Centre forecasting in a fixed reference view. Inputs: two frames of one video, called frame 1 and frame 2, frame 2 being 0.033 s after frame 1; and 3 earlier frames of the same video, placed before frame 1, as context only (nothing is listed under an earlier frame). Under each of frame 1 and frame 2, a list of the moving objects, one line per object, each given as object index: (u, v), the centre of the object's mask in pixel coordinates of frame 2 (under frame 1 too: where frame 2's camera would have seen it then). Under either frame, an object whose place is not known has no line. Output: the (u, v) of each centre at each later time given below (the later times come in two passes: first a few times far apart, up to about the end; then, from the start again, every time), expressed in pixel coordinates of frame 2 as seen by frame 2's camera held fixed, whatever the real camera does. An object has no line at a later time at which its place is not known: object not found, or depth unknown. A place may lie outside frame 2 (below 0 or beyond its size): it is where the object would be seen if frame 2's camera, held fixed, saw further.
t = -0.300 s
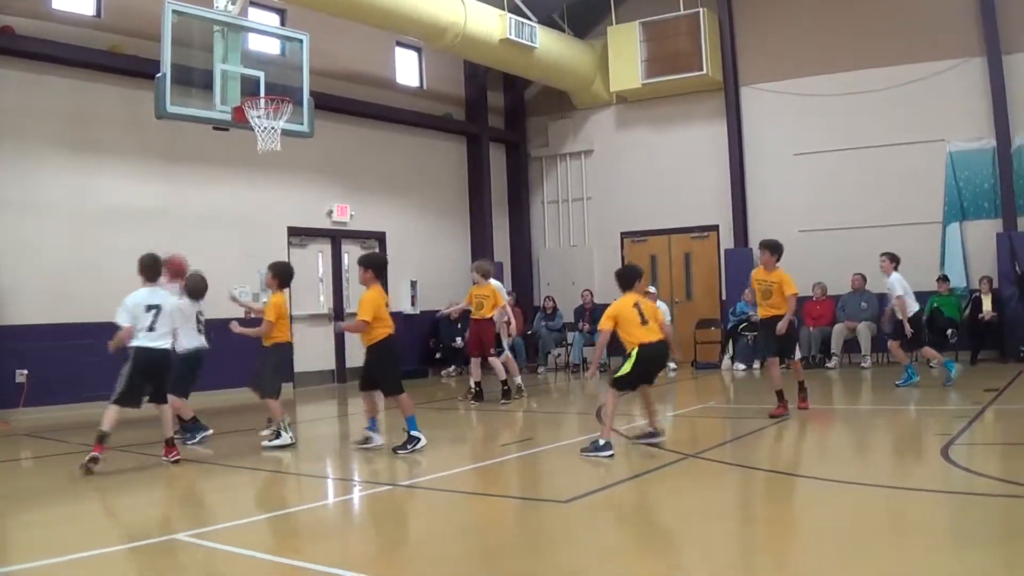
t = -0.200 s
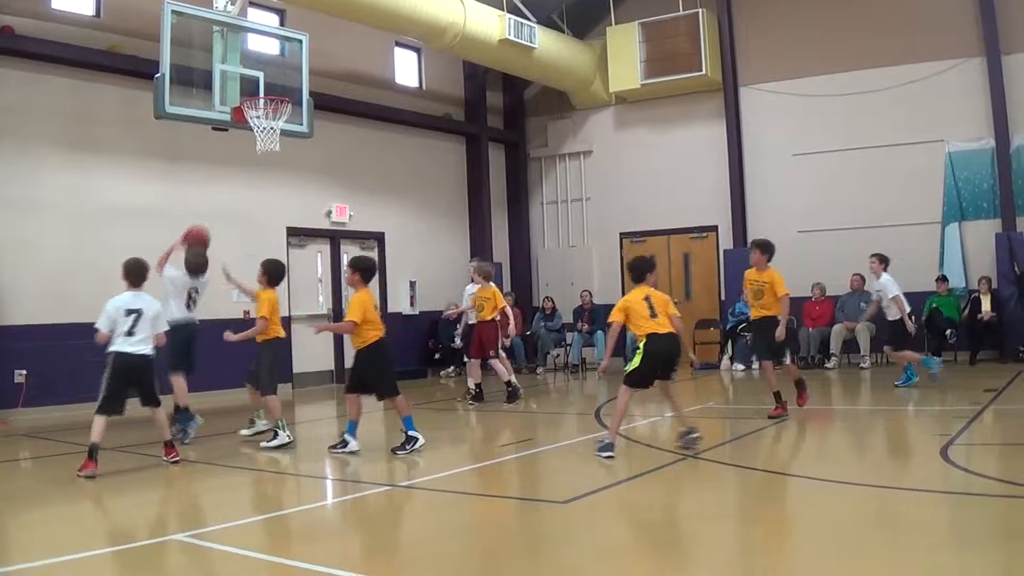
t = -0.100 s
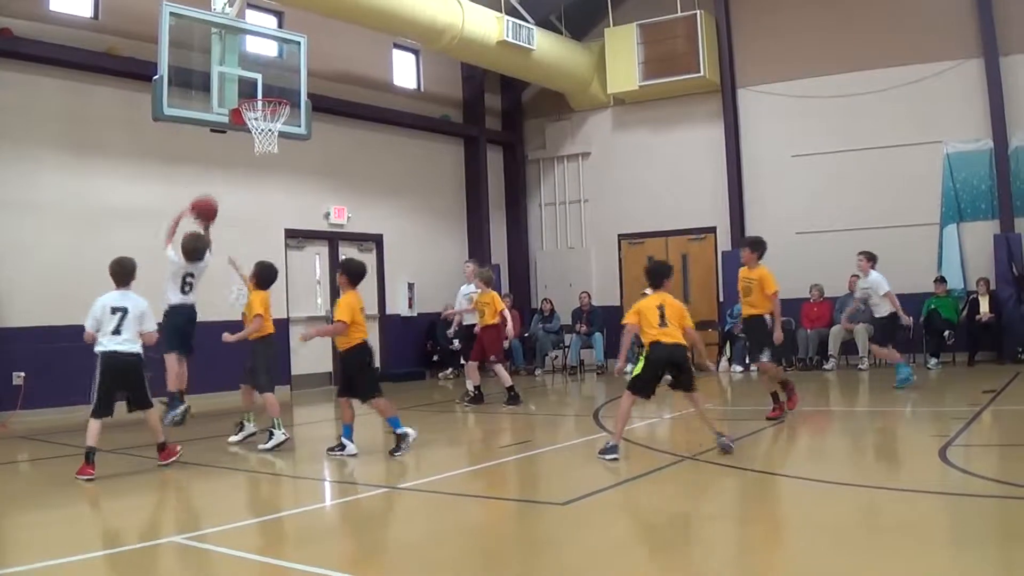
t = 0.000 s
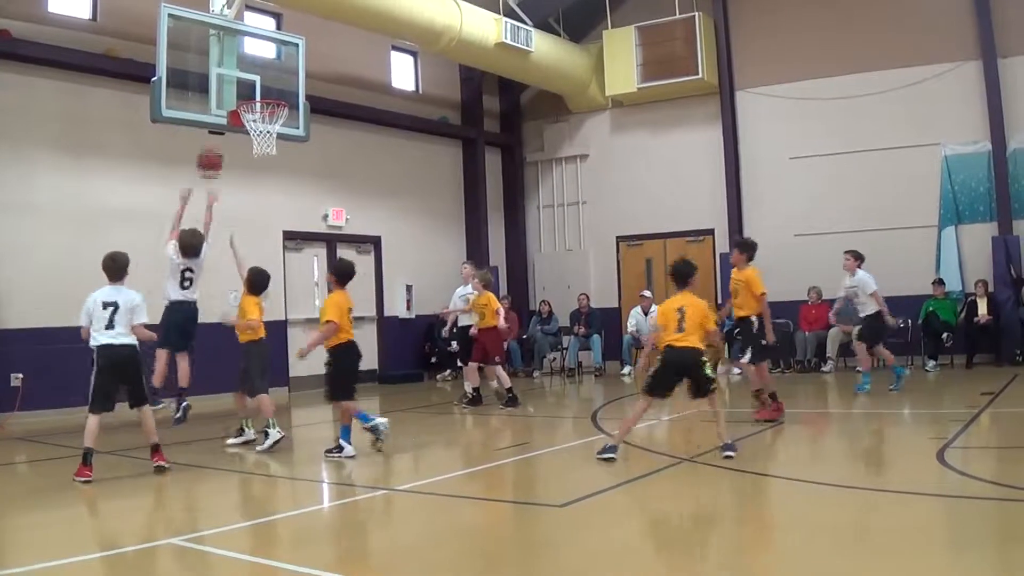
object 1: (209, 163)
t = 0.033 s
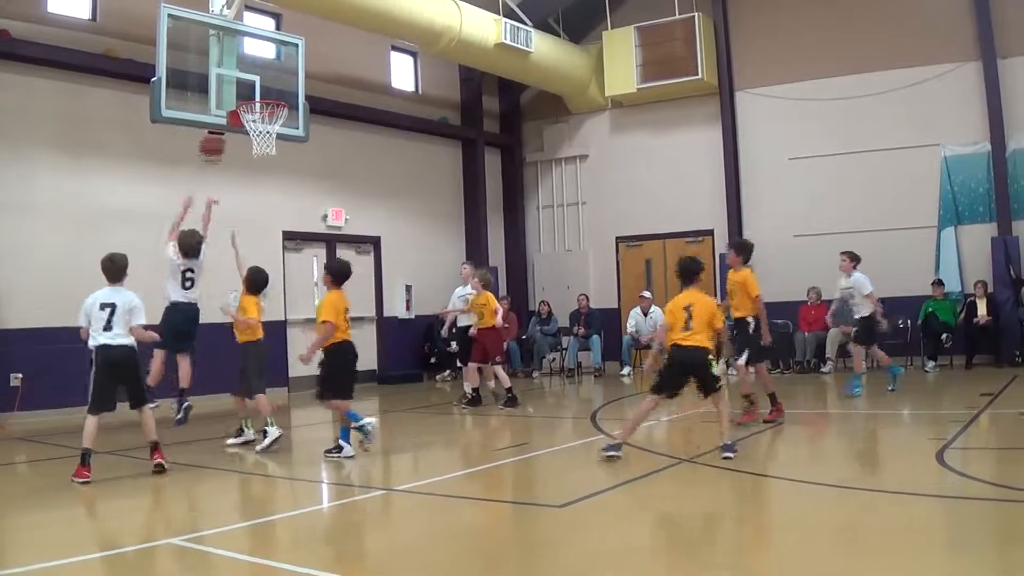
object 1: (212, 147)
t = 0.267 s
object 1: (227, 78)
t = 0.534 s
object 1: (253, 75)
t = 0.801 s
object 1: (256, 117)
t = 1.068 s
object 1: (249, 121)
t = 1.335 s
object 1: (275, 175)
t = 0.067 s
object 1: (214, 135)
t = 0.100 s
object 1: (217, 122)
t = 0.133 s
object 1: (218, 109)
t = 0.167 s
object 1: (221, 99)
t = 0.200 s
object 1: (223, 91)
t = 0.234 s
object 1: (225, 85)
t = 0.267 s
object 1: (227, 78)
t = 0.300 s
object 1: (229, 74)
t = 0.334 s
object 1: (231, 71)
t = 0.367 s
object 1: (234, 69)
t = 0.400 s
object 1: (236, 69)
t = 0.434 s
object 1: (241, 69)
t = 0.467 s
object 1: (245, 69)
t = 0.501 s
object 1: (249, 71)
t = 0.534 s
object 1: (253, 75)
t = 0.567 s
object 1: (259, 81)
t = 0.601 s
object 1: (263, 86)
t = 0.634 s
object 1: (266, 91)
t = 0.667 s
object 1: (273, 95)
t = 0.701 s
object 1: (272, 96)
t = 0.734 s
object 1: (268, 103)
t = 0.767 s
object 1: (265, 109)
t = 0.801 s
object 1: (256, 117)
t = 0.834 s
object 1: (254, 117)
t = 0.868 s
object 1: (249, 116)
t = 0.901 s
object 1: (247, 115)
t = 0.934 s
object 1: (247, 116)
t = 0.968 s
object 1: (251, 119)
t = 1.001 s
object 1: (248, 116)
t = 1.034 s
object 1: (247, 117)
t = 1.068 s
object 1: (249, 121)
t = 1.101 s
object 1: (253, 130)
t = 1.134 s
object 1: (258, 135)
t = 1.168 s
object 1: (262, 143)
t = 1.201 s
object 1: (259, 153)
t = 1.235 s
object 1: (265, 158)
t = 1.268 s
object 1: (268, 161)
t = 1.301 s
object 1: (270, 165)
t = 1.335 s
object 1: (275, 175)
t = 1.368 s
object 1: (278, 185)
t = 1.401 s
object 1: (282, 195)
